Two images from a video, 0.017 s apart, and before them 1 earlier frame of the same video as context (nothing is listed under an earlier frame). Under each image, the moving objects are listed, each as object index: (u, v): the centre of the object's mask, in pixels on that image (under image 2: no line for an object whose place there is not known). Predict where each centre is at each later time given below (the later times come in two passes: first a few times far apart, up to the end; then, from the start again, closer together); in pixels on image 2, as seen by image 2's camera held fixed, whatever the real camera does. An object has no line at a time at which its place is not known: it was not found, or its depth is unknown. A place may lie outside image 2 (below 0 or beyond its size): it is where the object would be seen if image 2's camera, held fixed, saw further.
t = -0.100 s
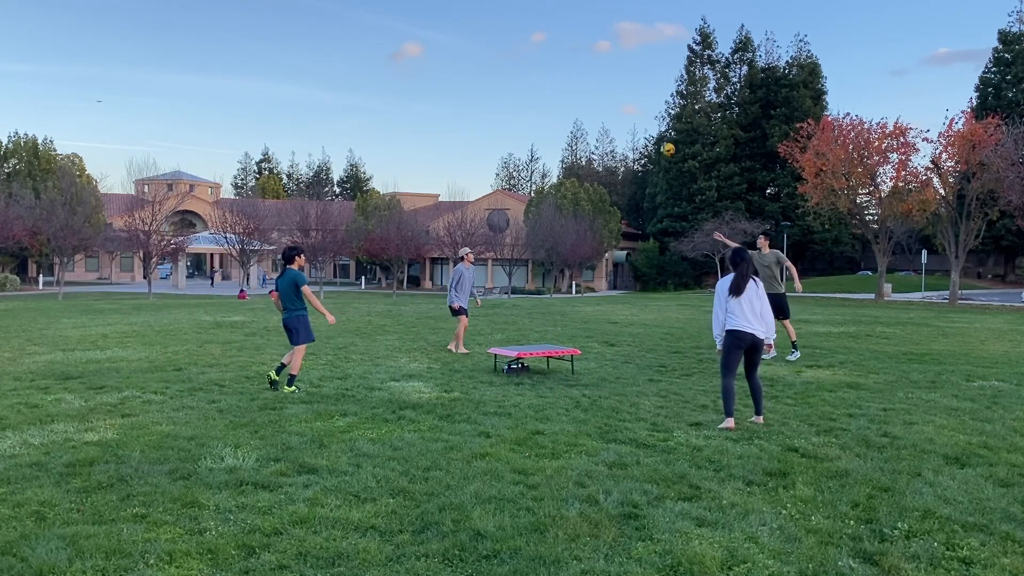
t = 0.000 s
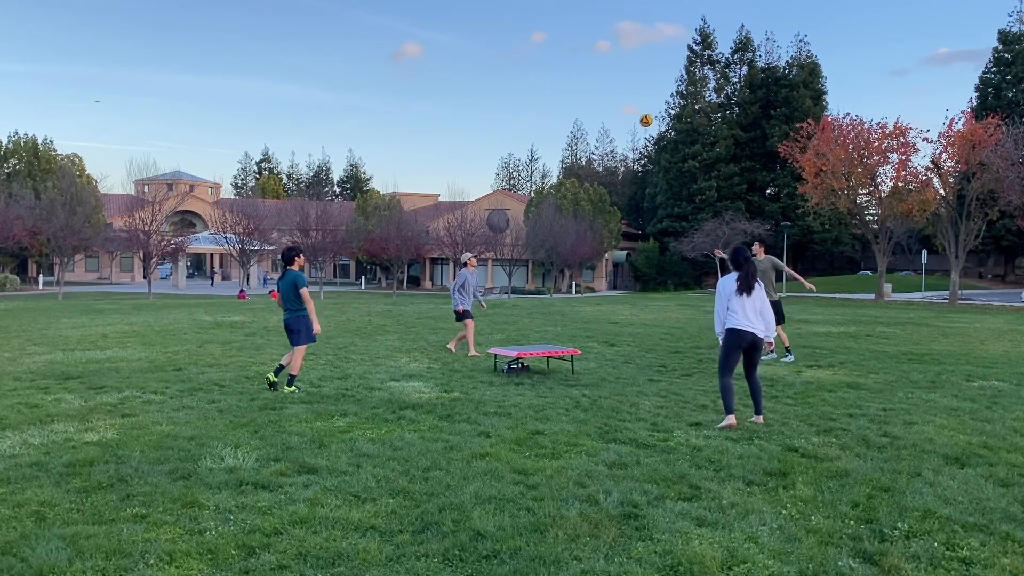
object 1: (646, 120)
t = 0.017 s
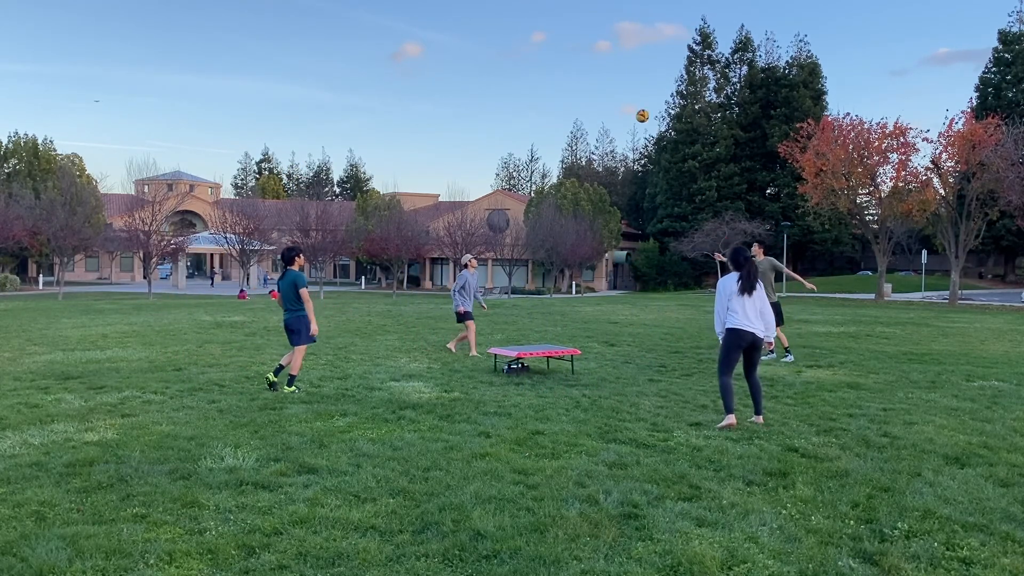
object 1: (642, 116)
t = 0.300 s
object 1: (584, 70)
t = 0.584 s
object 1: (530, 73)
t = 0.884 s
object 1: (475, 126)
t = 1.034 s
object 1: (450, 169)
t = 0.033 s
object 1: (639, 112)
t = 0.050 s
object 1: (635, 108)
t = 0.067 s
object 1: (632, 104)
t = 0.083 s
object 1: (628, 101)
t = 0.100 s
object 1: (625, 97)
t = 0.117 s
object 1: (621, 94)
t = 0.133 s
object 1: (618, 91)
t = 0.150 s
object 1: (614, 88)
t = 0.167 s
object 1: (611, 85)
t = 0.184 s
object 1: (608, 83)
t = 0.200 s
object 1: (604, 81)
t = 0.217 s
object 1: (601, 78)
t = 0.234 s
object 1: (597, 77)
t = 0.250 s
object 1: (594, 75)
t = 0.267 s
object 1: (591, 73)
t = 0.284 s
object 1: (587, 72)
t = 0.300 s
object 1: (584, 70)
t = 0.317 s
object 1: (581, 69)
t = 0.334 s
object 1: (577, 68)
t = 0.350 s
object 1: (574, 67)
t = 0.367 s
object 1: (571, 66)
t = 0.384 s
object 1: (568, 66)
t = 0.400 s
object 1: (565, 66)
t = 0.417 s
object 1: (561, 66)
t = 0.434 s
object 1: (558, 66)
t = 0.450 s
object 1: (555, 66)
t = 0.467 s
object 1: (552, 66)
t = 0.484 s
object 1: (548, 67)
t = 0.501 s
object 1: (545, 67)
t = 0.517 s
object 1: (542, 68)
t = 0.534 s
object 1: (539, 69)
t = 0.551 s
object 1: (536, 70)
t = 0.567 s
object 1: (533, 71)
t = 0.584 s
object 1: (530, 73)
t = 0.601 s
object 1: (527, 75)
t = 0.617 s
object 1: (524, 76)
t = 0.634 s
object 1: (520, 78)
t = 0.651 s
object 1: (518, 81)
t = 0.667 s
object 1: (514, 83)
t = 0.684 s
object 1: (511, 85)
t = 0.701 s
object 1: (508, 88)
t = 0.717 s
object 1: (505, 90)
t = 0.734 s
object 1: (502, 93)
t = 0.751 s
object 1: (499, 96)
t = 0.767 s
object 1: (496, 99)
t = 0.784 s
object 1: (493, 103)
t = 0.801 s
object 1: (490, 106)
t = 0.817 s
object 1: (487, 110)
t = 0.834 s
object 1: (484, 114)
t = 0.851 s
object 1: (481, 117)
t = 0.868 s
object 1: (478, 121)
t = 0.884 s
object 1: (475, 126)
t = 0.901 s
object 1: (473, 130)
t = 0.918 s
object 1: (470, 134)
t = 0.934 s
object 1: (467, 138)
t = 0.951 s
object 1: (464, 143)
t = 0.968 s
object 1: (461, 148)
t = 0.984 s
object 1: (459, 153)
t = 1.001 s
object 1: (456, 158)
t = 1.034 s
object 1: (450, 169)
